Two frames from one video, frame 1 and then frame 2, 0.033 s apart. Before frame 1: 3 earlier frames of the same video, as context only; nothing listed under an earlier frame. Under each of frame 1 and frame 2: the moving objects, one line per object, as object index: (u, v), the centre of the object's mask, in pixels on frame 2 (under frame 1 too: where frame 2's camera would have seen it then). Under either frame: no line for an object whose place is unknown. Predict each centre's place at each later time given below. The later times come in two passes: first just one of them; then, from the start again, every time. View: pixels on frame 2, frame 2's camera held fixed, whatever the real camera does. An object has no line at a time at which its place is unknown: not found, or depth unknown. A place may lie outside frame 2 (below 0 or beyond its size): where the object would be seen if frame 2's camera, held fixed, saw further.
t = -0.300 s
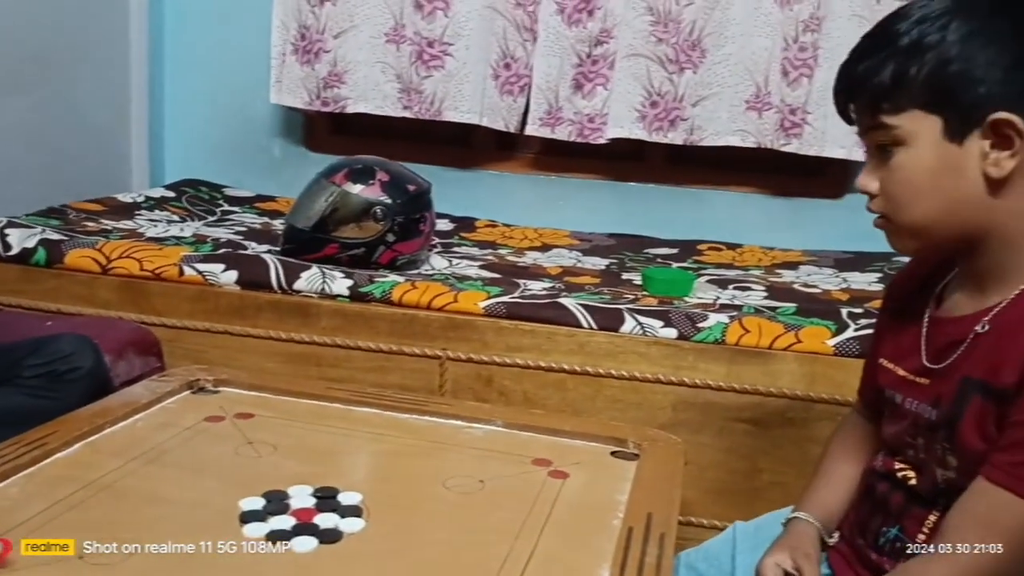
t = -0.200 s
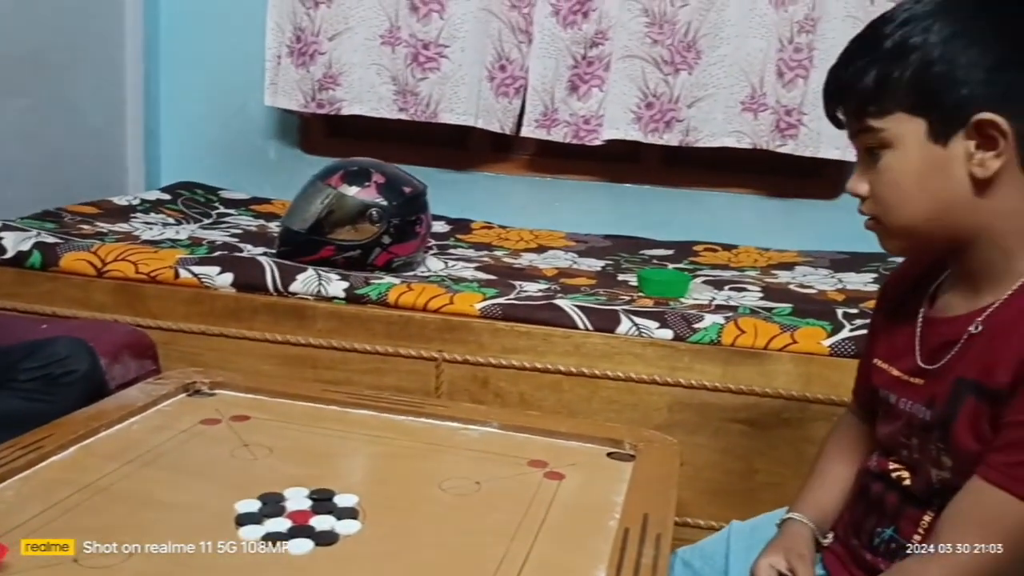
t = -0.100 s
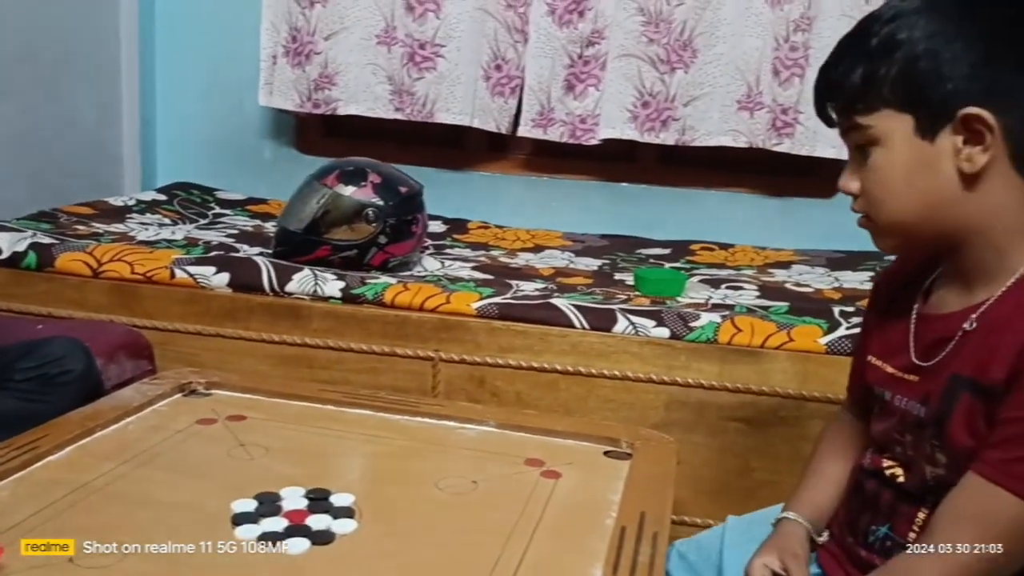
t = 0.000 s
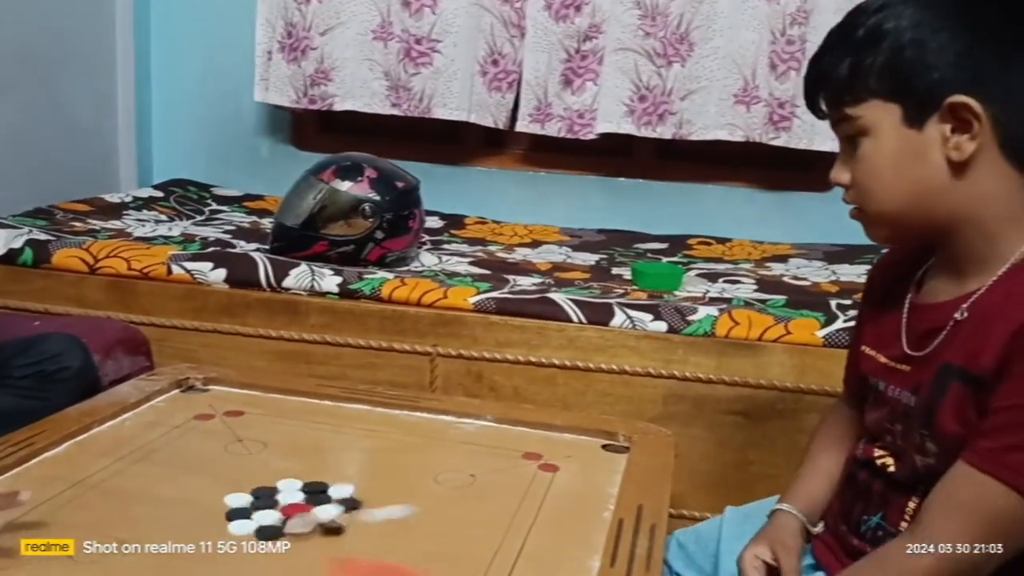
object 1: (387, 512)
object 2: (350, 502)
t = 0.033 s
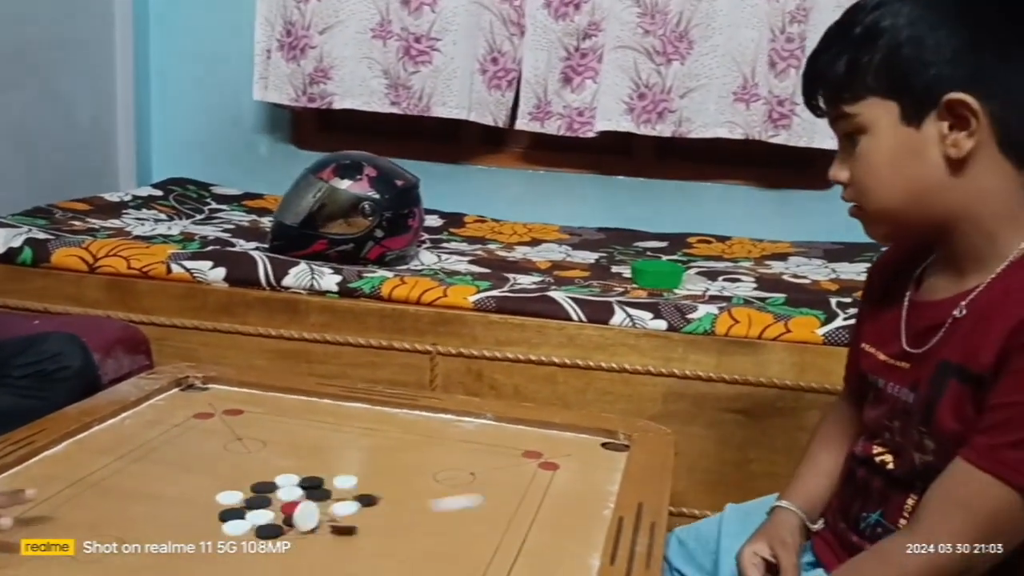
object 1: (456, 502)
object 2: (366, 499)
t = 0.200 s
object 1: (572, 457)
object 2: (411, 492)
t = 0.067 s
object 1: (517, 494)
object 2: (379, 497)
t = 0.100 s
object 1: (571, 488)
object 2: (390, 496)
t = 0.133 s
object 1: (604, 480)
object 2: (399, 494)
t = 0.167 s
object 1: (587, 468)
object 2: (407, 493)
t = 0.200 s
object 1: (572, 457)
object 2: (411, 492)
